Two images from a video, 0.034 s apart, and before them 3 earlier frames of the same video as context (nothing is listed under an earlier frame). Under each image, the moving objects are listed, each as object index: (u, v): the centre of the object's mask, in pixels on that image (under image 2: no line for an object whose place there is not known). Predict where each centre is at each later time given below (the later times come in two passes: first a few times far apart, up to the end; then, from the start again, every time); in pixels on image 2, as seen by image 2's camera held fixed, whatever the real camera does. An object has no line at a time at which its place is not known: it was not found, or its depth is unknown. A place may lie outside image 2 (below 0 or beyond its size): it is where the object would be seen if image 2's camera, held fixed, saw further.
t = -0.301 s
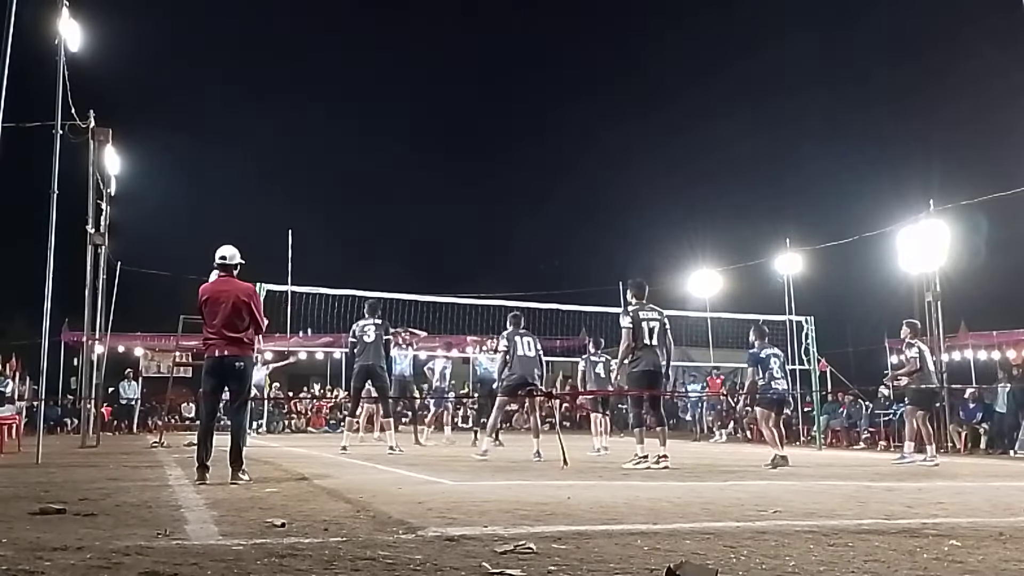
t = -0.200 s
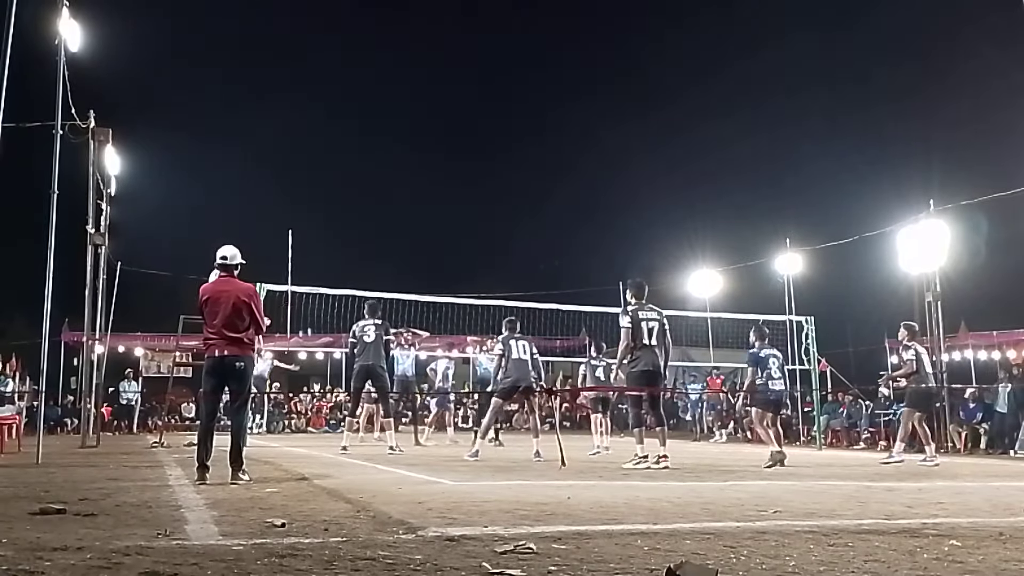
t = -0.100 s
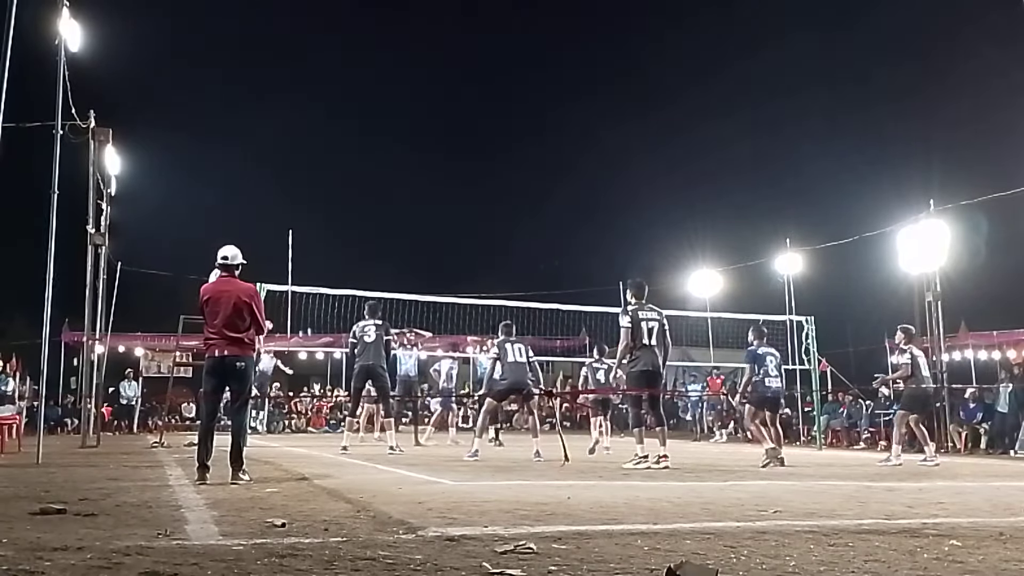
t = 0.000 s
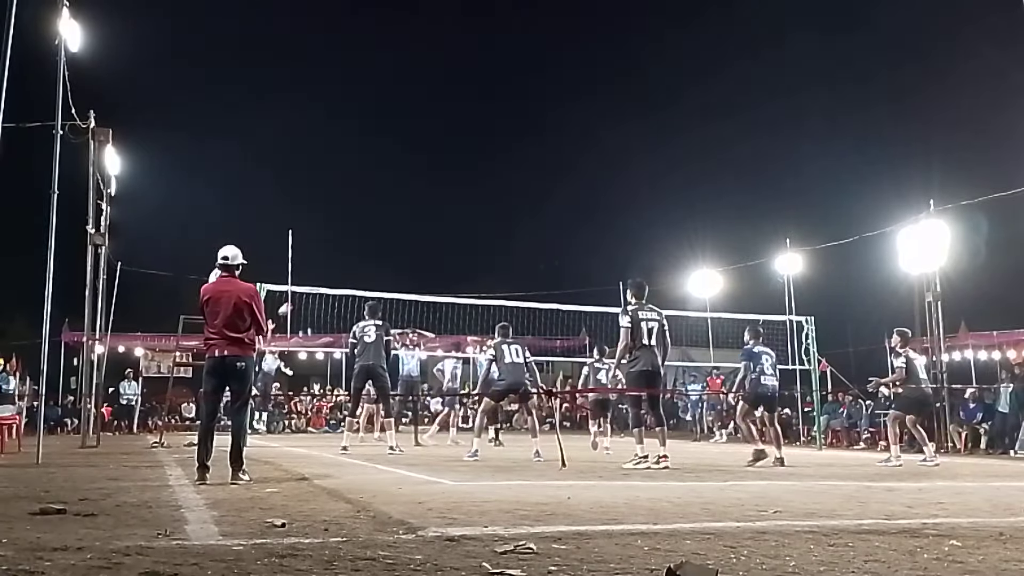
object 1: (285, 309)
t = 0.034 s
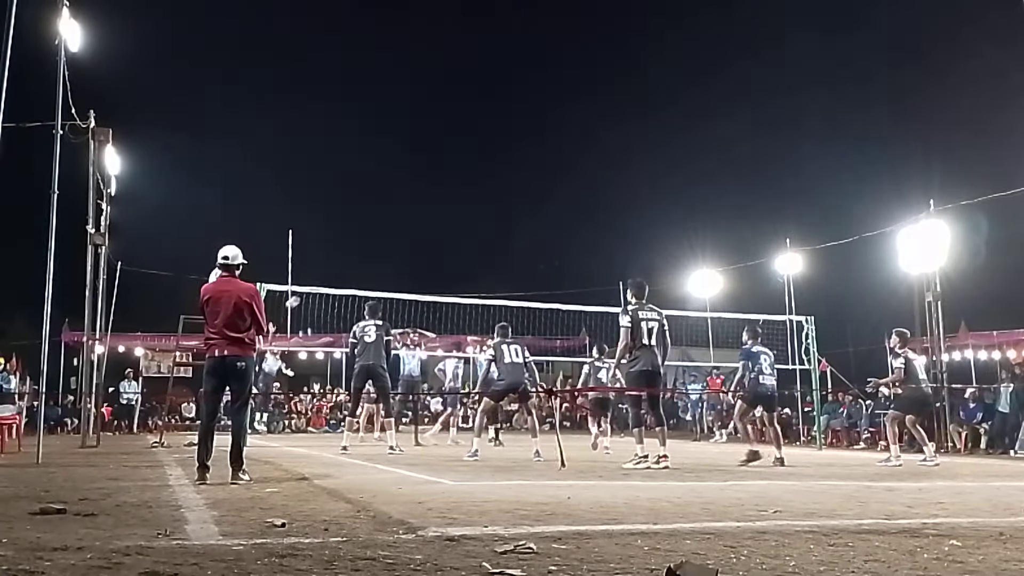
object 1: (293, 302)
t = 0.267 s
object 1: (350, 267)
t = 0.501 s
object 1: (419, 255)
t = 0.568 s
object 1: (442, 257)
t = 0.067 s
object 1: (299, 297)
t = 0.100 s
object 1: (307, 291)
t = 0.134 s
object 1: (317, 283)
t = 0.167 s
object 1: (324, 280)
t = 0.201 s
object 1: (332, 275)
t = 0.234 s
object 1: (341, 271)
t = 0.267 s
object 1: (350, 267)
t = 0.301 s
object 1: (358, 264)
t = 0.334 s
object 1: (368, 261)
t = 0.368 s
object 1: (378, 258)
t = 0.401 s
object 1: (388, 257)
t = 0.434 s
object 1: (398, 256)
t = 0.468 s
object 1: (409, 255)
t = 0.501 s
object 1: (419, 255)
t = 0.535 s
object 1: (431, 256)
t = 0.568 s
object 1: (442, 257)
